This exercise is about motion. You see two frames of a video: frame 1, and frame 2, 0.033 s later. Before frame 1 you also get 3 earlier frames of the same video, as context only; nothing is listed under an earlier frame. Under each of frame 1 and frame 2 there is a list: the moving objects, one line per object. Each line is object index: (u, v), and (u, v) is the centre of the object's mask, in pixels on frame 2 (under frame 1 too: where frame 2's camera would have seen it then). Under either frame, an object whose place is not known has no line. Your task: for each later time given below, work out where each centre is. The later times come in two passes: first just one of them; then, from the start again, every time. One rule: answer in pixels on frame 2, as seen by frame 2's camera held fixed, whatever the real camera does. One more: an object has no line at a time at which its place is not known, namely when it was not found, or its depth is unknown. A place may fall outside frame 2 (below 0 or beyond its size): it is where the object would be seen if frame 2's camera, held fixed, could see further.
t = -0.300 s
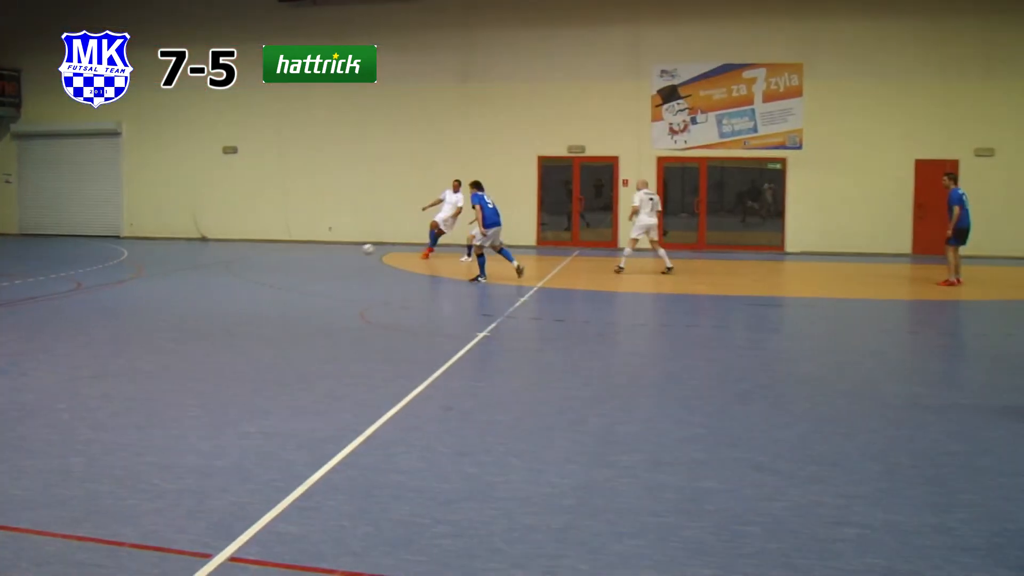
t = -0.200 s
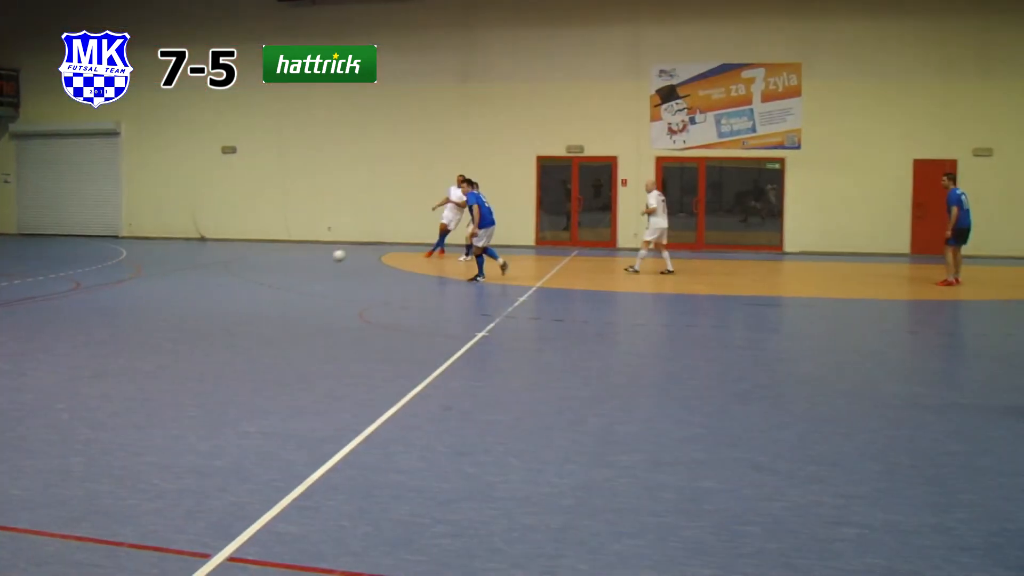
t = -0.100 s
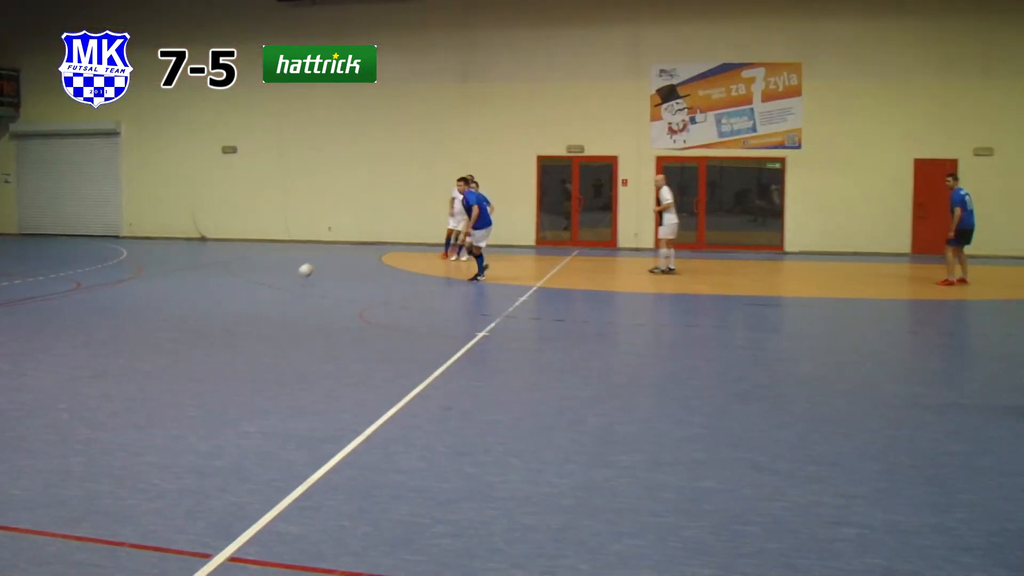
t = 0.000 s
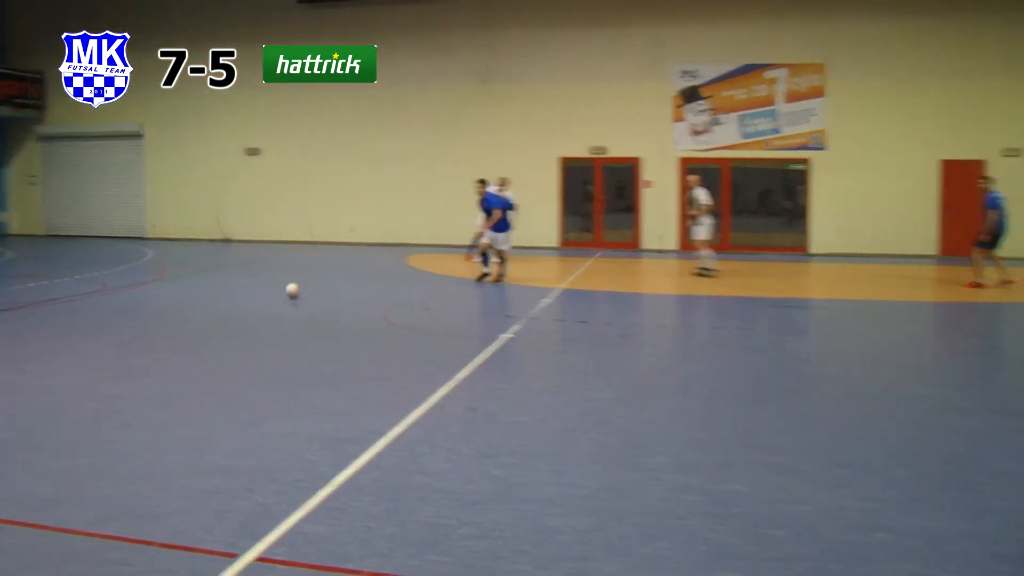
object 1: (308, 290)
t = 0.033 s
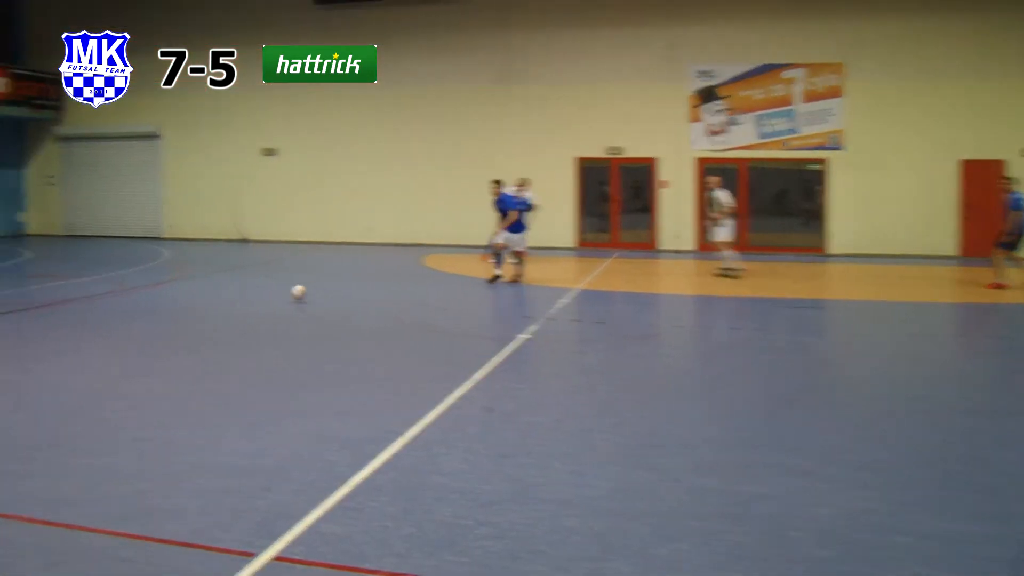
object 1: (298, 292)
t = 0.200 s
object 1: (236, 315)
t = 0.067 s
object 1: (288, 294)
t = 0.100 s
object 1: (275, 298)
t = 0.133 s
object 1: (263, 303)
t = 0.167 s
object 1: (251, 311)
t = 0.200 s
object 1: (236, 315)
